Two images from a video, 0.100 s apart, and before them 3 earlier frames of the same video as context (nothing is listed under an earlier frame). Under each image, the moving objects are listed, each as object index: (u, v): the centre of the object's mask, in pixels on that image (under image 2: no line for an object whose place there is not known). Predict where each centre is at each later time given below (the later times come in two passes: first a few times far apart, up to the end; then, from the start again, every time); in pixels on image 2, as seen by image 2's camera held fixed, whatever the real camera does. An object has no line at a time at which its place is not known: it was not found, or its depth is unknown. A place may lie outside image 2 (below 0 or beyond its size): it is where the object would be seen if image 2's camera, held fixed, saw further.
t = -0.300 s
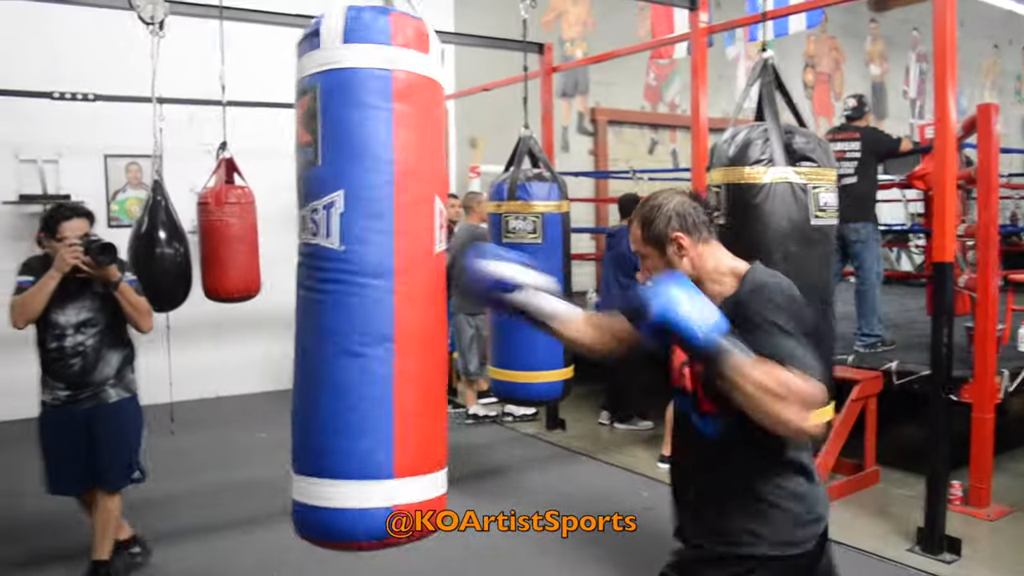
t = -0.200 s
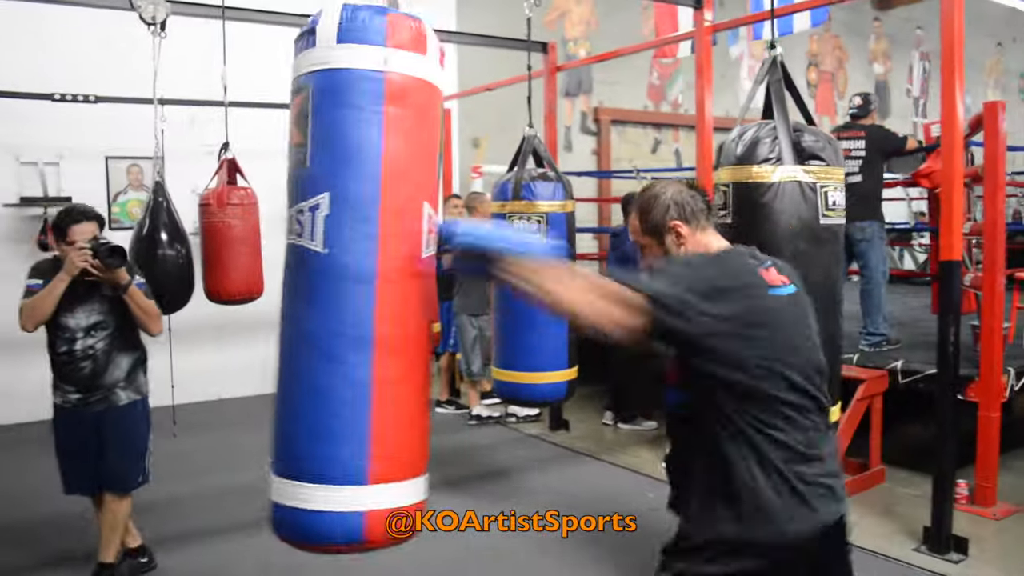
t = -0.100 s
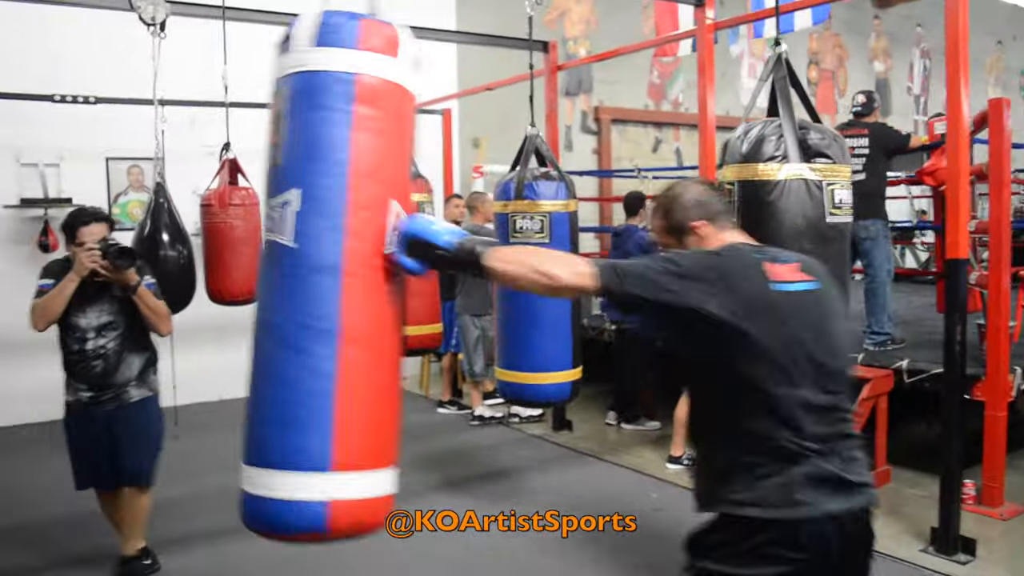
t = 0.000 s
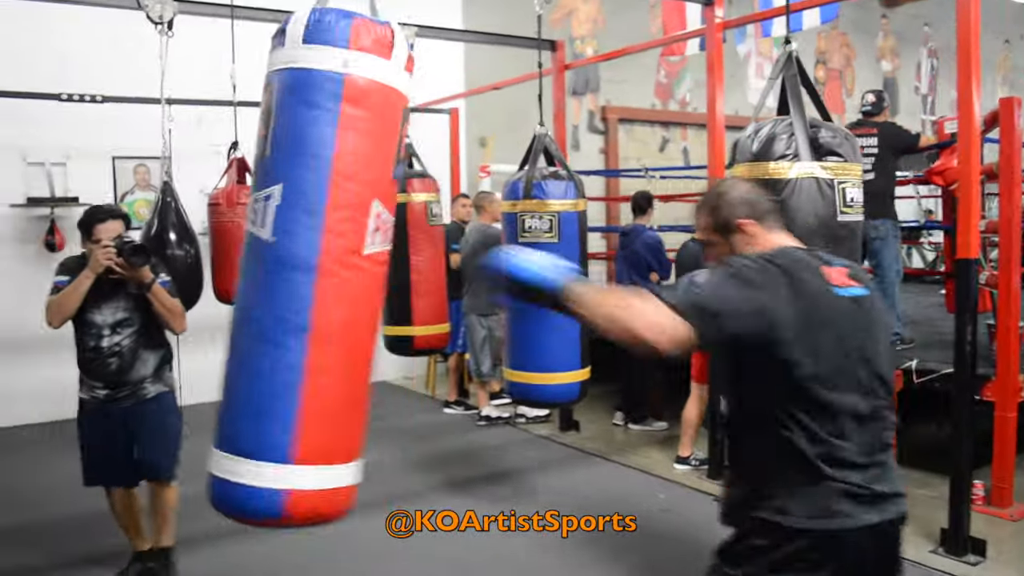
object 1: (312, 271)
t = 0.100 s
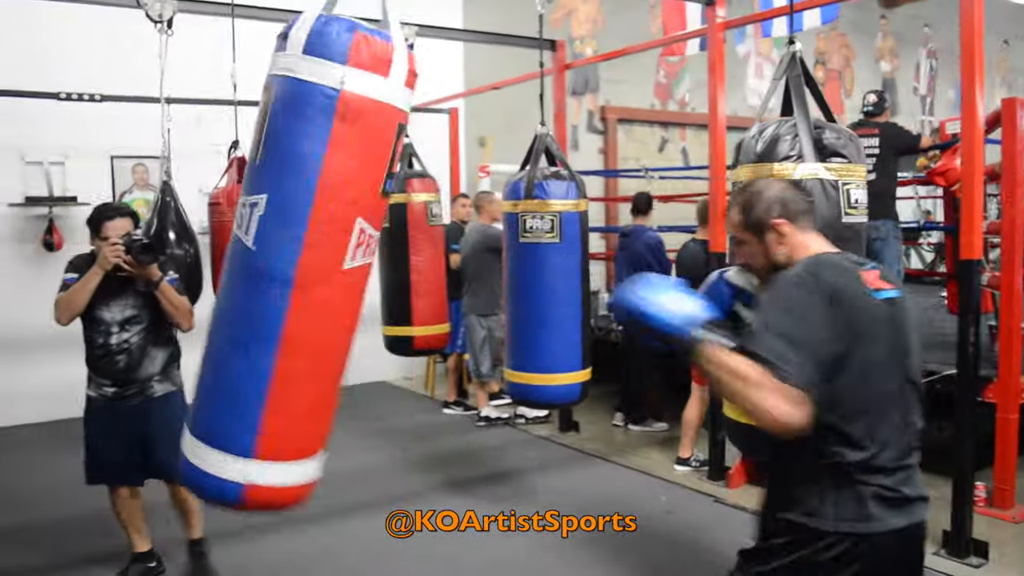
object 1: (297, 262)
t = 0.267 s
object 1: (285, 251)
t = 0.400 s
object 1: (292, 239)
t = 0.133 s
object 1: (294, 256)
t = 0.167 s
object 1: (292, 249)
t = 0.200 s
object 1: (289, 246)
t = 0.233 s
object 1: (286, 250)
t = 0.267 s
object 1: (285, 251)
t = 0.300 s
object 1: (287, 243)
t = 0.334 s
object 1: (287, 243)
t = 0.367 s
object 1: (289, 241)
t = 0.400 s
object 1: (292, 239)
